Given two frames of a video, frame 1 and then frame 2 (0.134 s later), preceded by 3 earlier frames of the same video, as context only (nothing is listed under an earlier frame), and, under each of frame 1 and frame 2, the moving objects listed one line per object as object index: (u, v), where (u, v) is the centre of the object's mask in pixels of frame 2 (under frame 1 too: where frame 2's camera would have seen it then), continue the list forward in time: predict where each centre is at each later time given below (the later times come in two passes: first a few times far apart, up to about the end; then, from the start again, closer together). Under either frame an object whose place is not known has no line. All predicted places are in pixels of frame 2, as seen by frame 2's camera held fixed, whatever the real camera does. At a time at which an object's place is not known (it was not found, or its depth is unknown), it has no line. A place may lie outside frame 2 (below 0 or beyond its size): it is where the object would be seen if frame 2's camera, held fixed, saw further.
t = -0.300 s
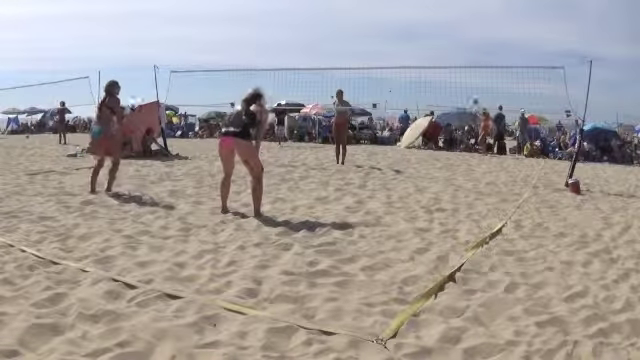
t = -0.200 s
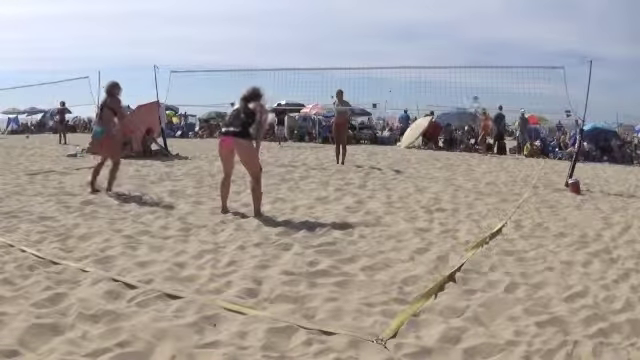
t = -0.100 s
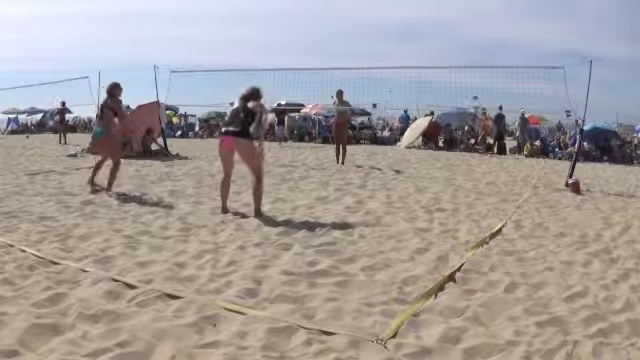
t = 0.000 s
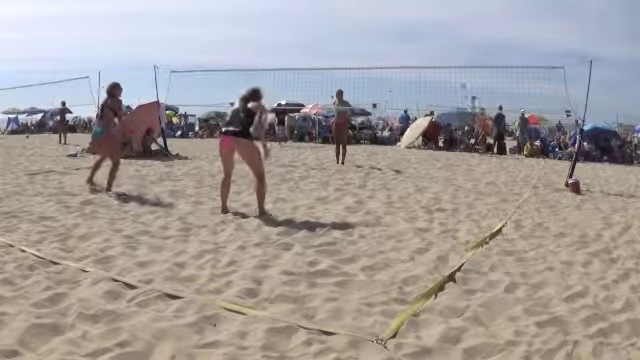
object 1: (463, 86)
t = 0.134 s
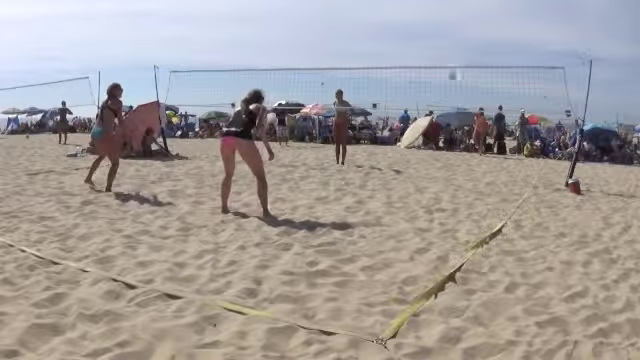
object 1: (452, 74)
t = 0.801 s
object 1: (292, 37)
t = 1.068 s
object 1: (188, 82)
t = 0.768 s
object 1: (302, 35)
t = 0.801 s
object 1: (292, 37)
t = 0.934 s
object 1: (245, 52)
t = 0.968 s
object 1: (232, 58)
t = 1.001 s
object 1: (218, 64)
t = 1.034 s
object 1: (204, 72)
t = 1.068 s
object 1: (188, 82)
